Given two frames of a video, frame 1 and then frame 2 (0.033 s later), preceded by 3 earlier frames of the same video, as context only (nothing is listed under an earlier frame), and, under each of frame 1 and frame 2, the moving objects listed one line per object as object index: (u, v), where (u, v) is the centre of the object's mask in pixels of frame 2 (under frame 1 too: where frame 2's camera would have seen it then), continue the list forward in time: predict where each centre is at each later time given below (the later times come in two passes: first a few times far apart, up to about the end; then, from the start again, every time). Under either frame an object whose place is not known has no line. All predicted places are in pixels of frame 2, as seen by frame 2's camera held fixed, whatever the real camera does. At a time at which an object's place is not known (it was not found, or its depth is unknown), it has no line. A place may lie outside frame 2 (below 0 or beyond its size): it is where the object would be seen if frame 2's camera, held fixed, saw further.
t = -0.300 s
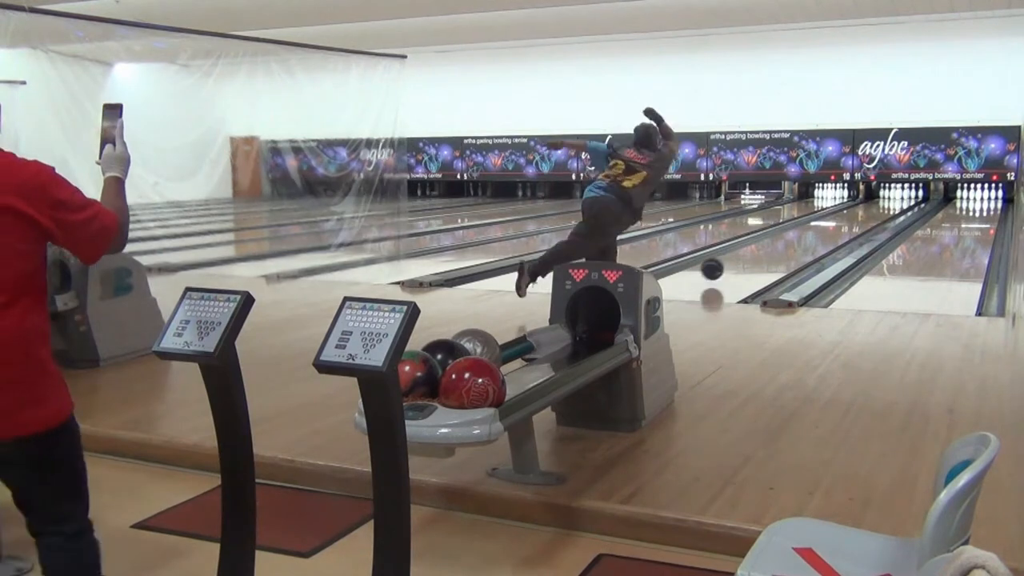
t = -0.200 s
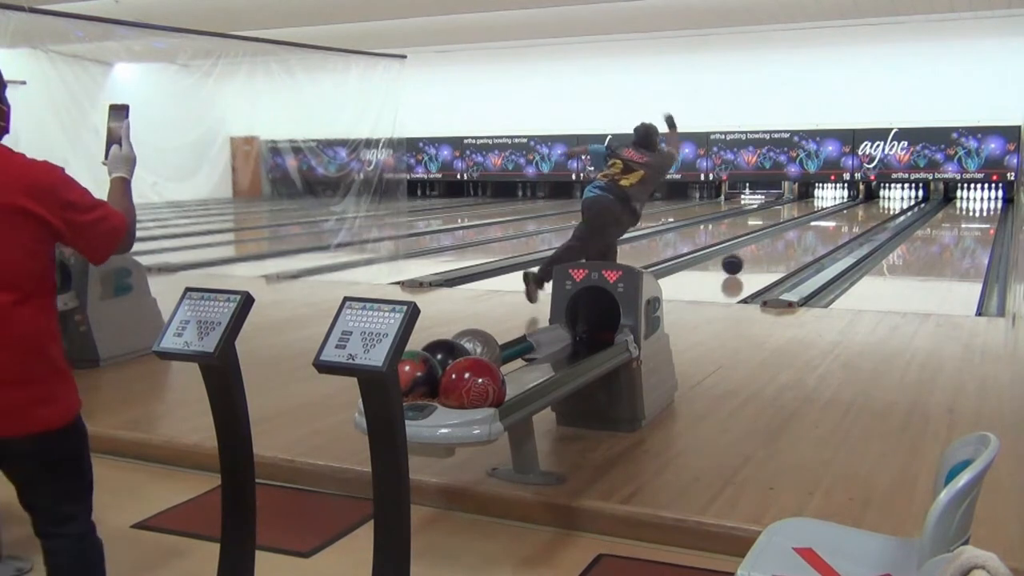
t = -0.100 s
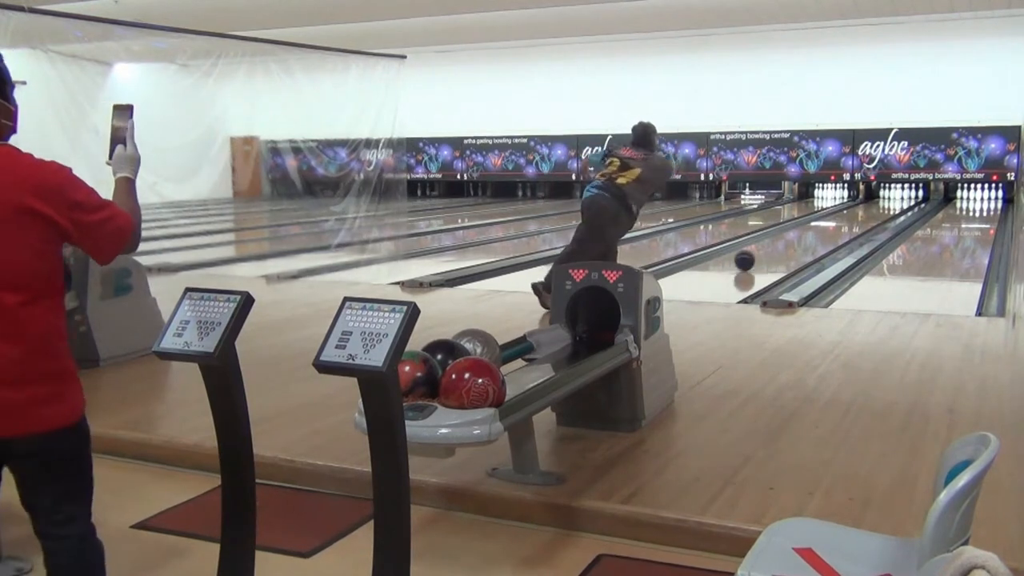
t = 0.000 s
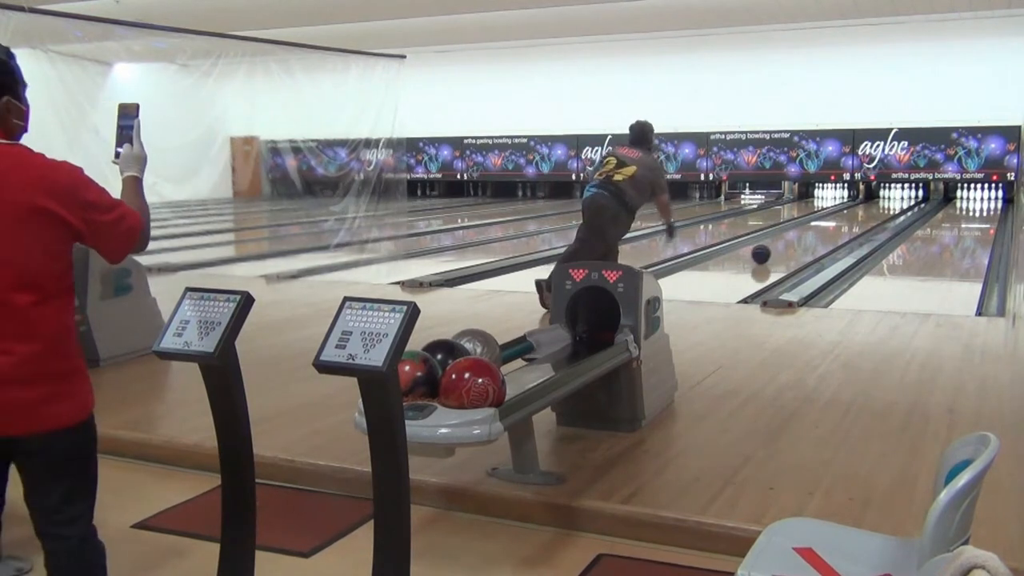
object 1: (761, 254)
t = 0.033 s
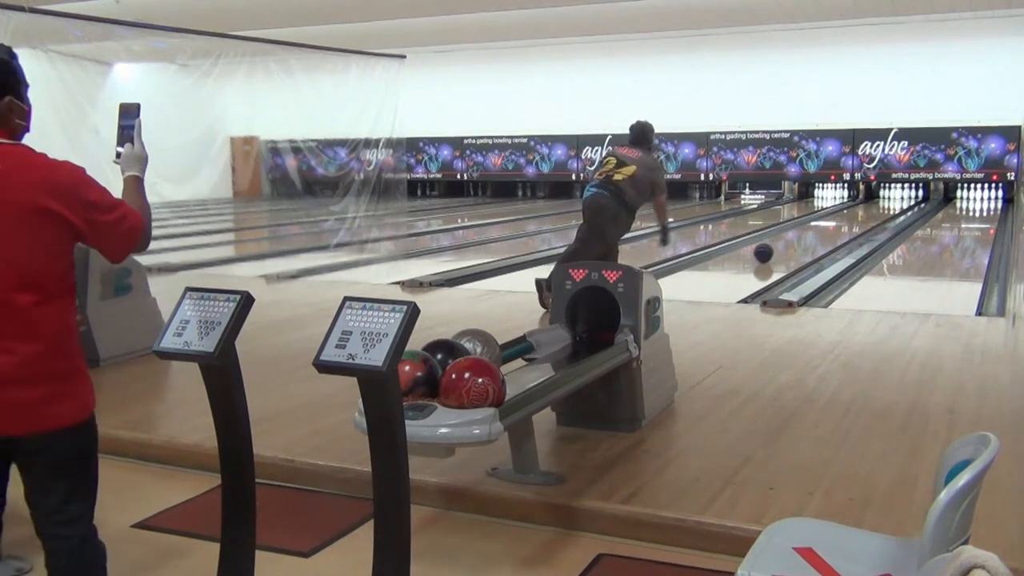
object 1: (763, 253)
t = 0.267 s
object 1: (788, 243)
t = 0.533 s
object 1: (814, 234)
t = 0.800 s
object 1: (834, 225)
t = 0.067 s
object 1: (766, 252)
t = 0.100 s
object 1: (771, 250)
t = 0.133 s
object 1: (775, 248)
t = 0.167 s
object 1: (780, 246)
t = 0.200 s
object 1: (784, 245)
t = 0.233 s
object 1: (786, 244)
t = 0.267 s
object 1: (788, 243)
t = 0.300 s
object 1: (793, 242)
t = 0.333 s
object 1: (796, 240)
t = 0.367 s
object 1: (800, 239)
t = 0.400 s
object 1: (804, 237)
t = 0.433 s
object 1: (805, 237)
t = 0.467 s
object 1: (807, 236)
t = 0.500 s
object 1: (810, 235)
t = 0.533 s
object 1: (814, 234)
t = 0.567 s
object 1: (817, 232)
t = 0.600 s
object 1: (820, 231)
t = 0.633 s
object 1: (822, 230)
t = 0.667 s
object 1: (823, 230)
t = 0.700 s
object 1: (826, 228)
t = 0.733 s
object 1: (829, 227)
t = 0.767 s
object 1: (832, 226)
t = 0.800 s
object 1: (834, 225)
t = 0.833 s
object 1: (837, 224)
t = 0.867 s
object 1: (838, 223)
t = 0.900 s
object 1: (839, 223)
